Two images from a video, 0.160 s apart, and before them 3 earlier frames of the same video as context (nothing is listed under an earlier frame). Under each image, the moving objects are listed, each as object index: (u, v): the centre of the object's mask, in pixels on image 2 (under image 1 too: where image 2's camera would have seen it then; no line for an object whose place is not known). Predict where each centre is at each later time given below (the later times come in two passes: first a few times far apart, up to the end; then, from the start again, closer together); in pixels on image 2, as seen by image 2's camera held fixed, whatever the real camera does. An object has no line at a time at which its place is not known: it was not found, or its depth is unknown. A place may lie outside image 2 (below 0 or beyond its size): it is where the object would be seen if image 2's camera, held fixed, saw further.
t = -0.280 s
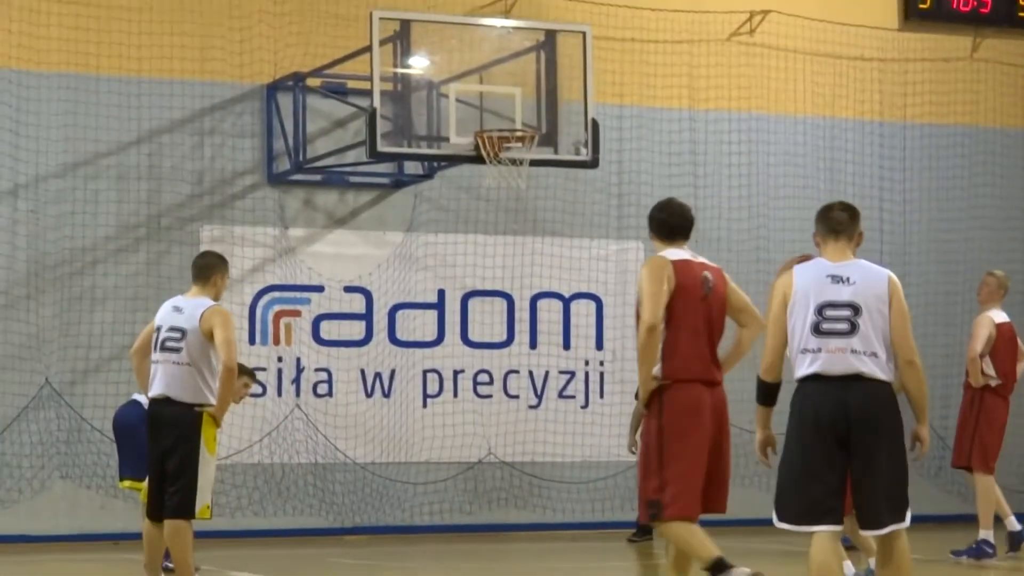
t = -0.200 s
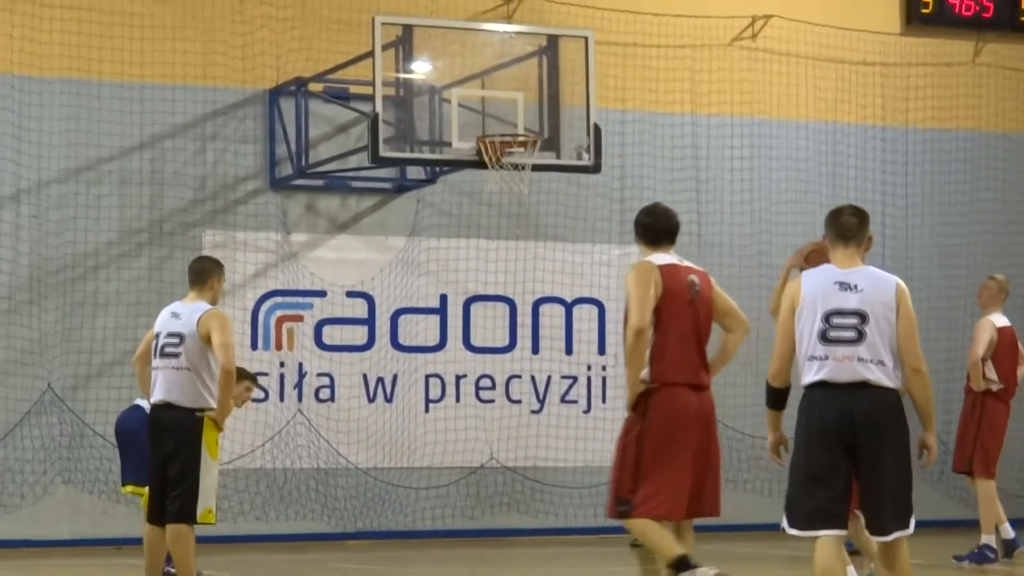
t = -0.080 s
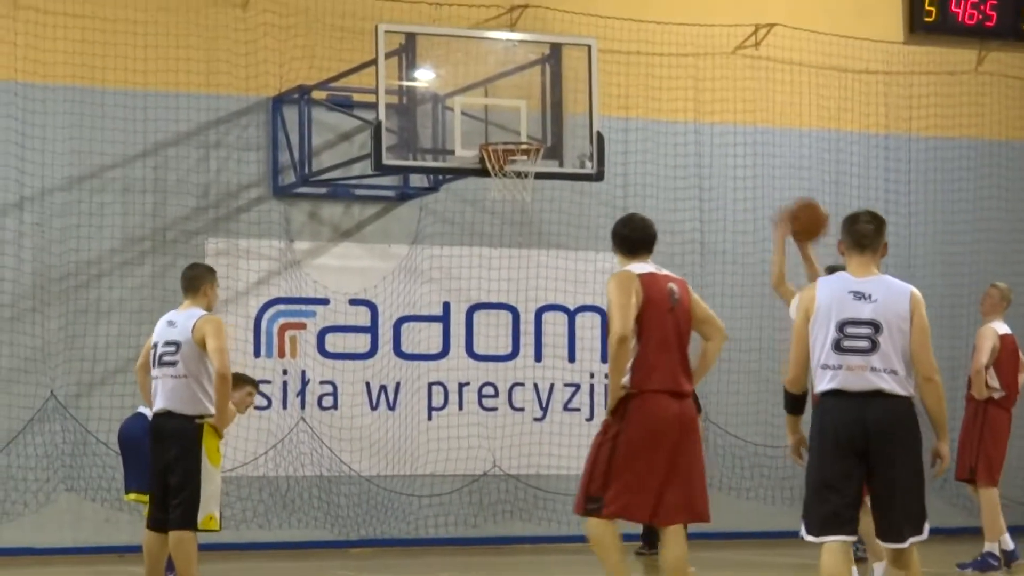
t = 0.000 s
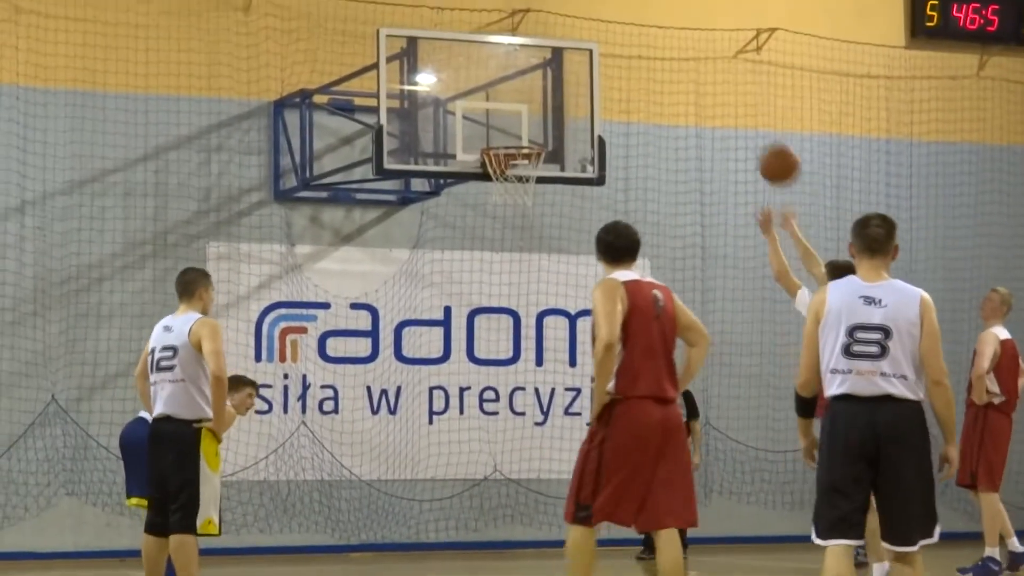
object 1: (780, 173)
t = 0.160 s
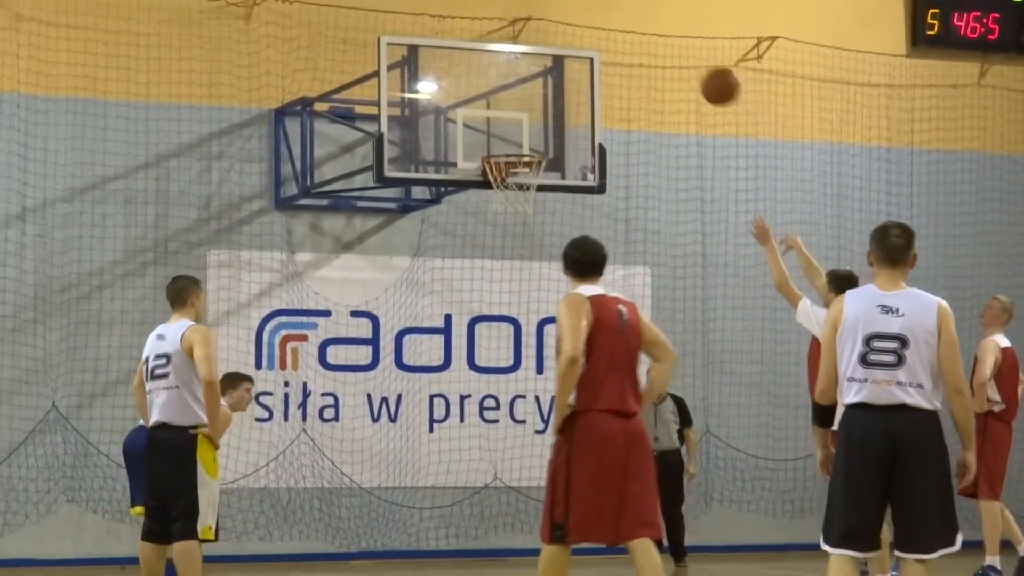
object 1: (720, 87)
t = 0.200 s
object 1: (706, 72)
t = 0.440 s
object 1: (632, 40)
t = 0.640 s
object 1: (577, 79)
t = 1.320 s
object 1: (708, 386)
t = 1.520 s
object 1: (789, 573)
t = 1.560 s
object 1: (799, 539)
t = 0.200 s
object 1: (706, 72)
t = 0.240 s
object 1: (693, 60)
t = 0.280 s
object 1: (679, 52)
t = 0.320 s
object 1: (667, 45)
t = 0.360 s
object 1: (655, 41)
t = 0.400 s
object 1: (643, 40)
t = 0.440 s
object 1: (632, 40)
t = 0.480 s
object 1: (620, 43)
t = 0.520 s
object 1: (609, 48)
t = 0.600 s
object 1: (587, 66)
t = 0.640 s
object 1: (577, 79)
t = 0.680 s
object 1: (566, 93)
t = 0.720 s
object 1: (556, 109)
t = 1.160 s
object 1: (648, 262)
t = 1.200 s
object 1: (664, 288)
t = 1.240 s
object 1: (678, 319)
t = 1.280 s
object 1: (692, 351)
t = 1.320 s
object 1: (708, 386)
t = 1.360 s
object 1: (724, 426)
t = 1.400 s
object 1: (741, 469)
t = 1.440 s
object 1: (757, 515)
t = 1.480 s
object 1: (775, 565)
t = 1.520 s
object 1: (789, 573)
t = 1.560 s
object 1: (799, 539)
